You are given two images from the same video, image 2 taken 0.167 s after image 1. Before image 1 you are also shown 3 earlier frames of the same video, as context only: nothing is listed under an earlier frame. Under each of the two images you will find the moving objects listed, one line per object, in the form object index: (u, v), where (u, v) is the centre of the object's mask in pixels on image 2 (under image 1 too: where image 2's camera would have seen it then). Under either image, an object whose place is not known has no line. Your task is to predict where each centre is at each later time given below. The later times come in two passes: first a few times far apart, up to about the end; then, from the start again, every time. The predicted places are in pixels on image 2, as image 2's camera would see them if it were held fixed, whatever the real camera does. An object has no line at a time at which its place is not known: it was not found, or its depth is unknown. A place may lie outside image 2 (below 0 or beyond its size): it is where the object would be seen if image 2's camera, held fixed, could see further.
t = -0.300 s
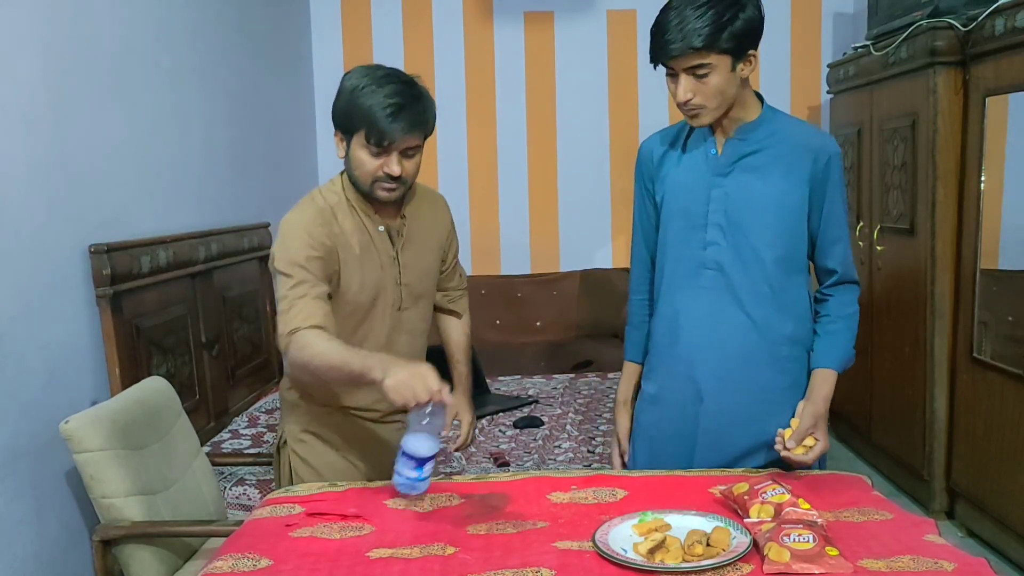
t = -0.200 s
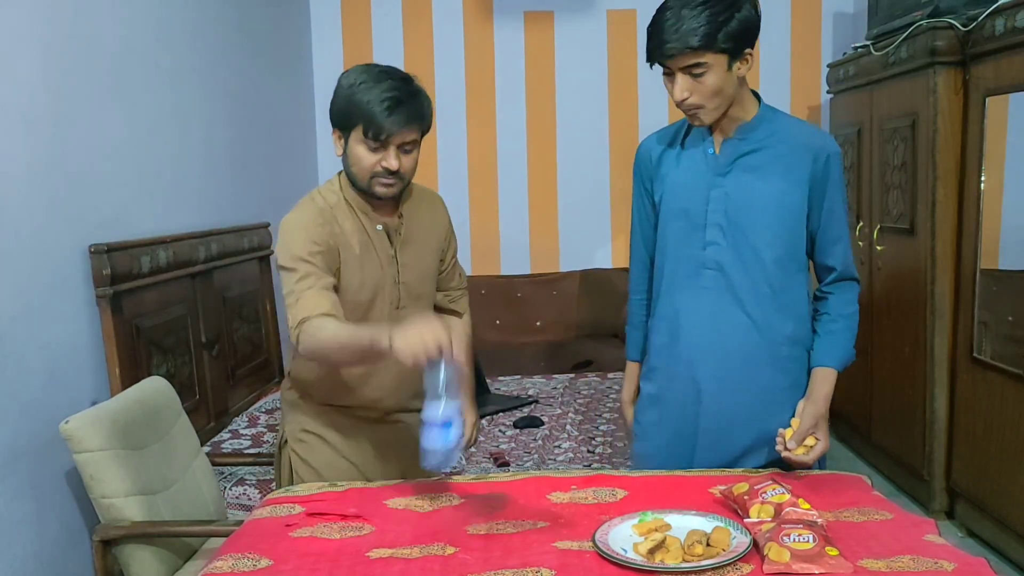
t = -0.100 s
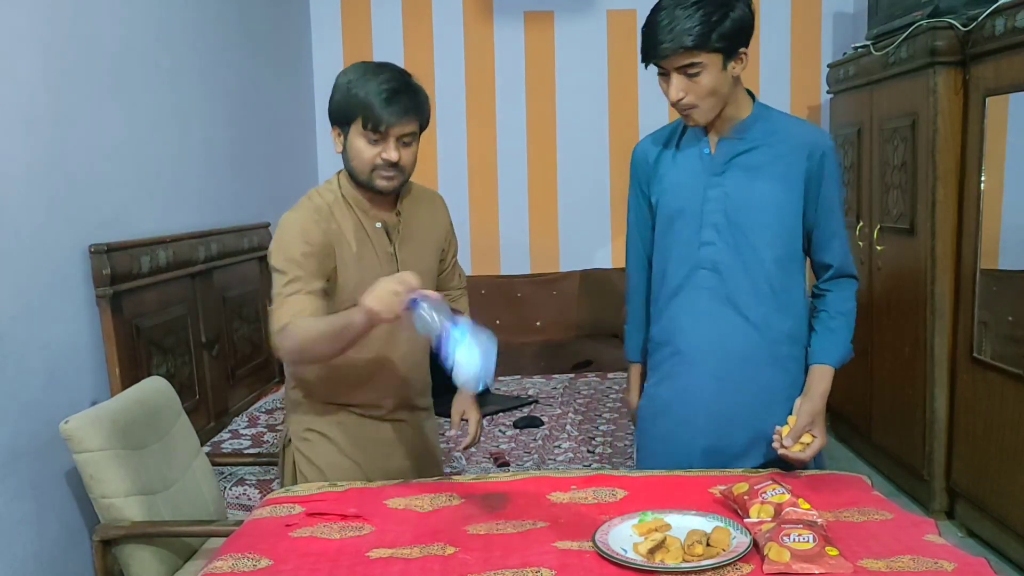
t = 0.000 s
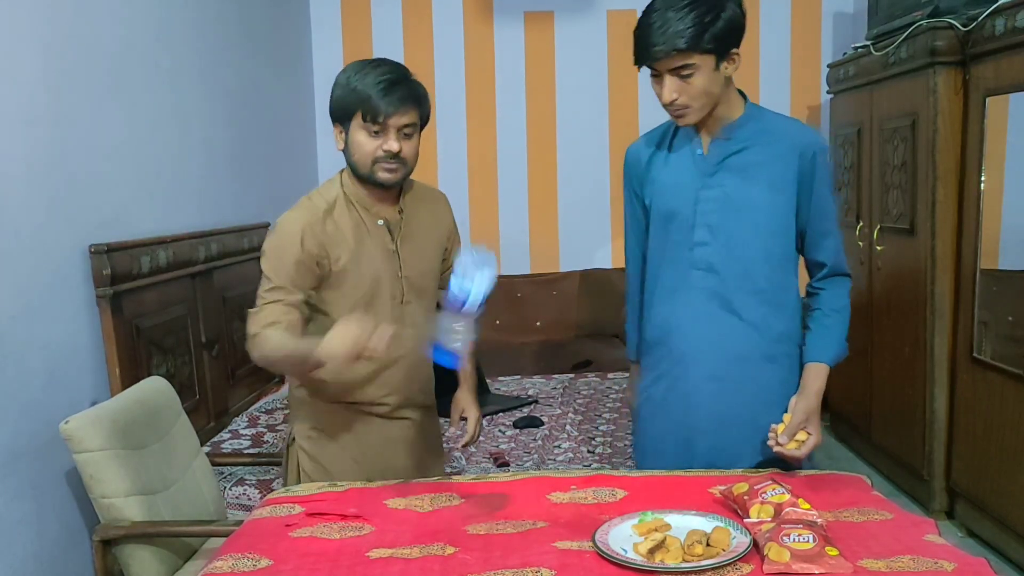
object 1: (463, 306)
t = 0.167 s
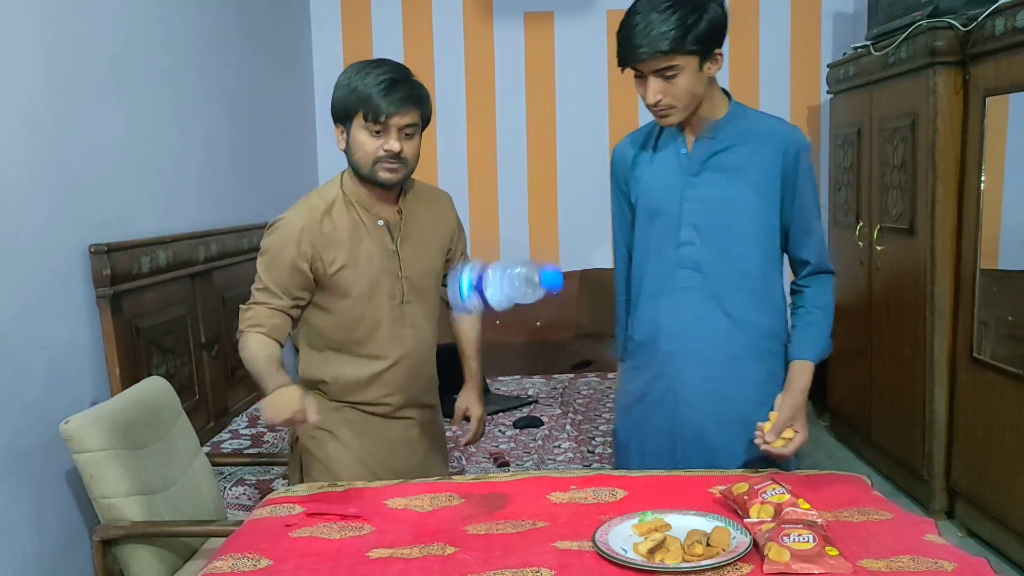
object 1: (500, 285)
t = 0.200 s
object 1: (498, 305)
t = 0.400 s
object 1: (507, 498)
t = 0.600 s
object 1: (491, 496)
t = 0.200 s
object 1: (498, 305)
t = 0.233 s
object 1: (501, 330)
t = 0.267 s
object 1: (504, 363)
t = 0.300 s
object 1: (506, 403)
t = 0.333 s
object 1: (509, 456)
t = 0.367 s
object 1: (511, 497)
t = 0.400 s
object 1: (507, 498)
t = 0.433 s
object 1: (503, 497)
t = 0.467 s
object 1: (499, 496)
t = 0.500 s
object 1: (497, 496)
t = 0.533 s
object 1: (494, 495)
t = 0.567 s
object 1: (493, 495)
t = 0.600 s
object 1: (491, 496)
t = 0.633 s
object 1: (490, 497)
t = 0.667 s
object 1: (488, 500)
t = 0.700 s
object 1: (486, 504)
